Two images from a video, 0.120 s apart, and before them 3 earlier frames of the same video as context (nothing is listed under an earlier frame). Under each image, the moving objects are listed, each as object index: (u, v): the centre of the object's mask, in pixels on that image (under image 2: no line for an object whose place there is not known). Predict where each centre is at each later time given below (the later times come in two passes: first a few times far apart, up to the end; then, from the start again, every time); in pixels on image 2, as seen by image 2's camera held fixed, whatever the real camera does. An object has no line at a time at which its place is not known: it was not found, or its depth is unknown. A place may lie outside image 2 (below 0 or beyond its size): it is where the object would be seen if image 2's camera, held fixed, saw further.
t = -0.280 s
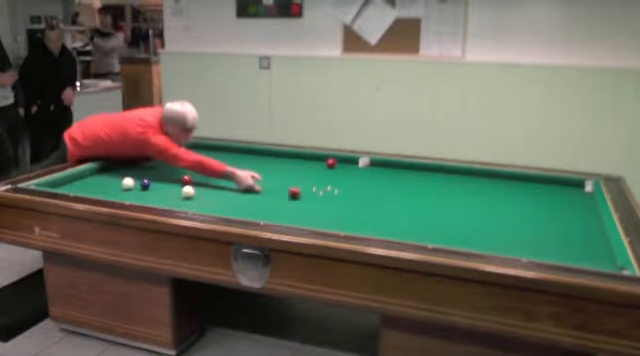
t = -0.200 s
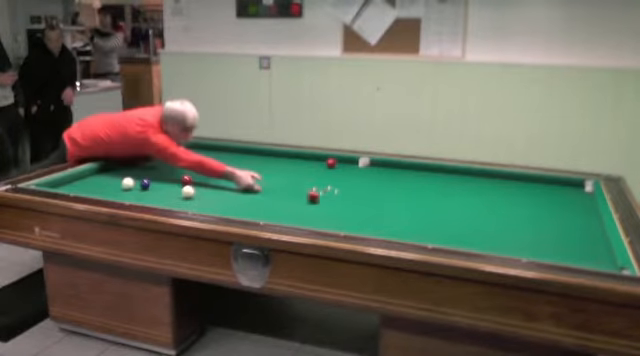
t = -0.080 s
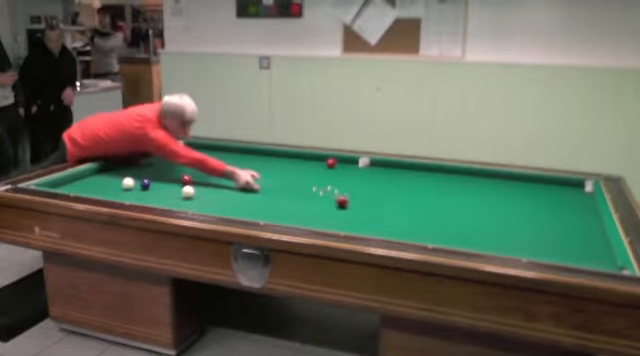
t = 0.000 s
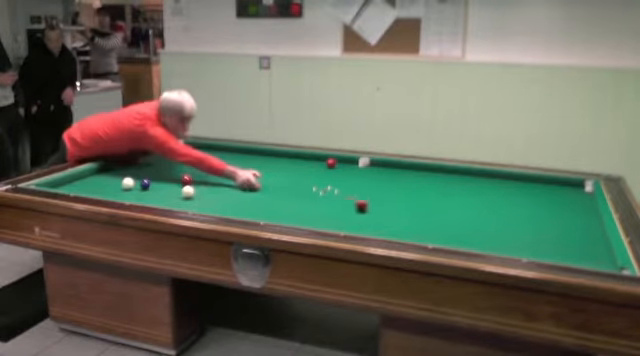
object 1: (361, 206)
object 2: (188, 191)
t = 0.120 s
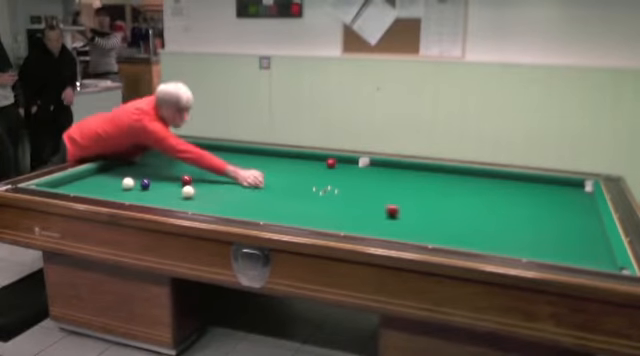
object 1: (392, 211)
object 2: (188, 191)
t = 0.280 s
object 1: (434, 219)
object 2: (188, 191)
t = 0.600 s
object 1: (527, 237)
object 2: (188, 192)
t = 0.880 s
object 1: (597, 252)
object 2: (188, 191)
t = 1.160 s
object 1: (539, 247)
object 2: (188, 191)
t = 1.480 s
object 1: (479, 241)
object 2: (188, 191)
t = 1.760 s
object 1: (427, 236)
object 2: (188, 191)
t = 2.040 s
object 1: (376, 231)
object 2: (188, 191)
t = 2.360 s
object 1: (323, 226)
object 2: (188, 191)
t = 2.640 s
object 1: (281, 218)
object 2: (188, 191)
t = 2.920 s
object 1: (247, 213)
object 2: (187, 191)
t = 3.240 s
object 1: (209, 207)
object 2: (187, 191)
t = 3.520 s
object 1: (180, 203)
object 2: (187, 191)
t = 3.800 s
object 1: (153, 198)
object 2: (187, 192)
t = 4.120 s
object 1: (125, 194)
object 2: (188, 192)
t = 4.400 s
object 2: (188, 192)
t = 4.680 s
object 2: (188, 192)
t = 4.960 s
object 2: (188, 192)
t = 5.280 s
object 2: (188, 191)
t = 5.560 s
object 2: (188, 191)
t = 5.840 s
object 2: (188, 191)
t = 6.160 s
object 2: (188, 191)
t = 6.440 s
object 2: (188, 192)
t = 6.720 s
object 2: (188, 191)
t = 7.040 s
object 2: (188, 191)
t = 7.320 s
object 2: (188, 192)
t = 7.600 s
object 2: (188, 192)
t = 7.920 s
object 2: (188, 192)
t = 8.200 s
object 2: (188, 192)
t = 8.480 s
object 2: (193, 192)
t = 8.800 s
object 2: (198, 192)
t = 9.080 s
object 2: (202, 192)
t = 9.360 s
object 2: (204, 192)
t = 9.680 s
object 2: (208, 192)
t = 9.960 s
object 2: (209, 193)
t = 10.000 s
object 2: (210, 193)
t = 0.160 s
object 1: (402, 213)
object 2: (188, 191)
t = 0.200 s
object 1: (413, 215)
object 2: (188, 191)
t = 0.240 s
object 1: (423, 217)
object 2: (188, 191)
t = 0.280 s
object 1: (434, 219)
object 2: (188, 191)
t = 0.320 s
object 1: (445, 221)
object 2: (188, 191)
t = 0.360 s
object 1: (456, 223)
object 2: (188, 191)
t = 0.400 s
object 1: (468, 225)
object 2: (188, 191)
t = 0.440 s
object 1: (480, 228)
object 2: (188, 191)
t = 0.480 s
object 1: (491, 230)
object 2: (188, 191)
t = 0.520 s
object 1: (503, 232)
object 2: (188, 191)
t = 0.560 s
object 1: (515, 234)
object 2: (188, 191)
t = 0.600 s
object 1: (527, 237)
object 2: (188, 192)
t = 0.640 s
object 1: (539, 239)
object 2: (188, 191)
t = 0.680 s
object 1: (551, 242)
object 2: (188, 191)
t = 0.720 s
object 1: (564, 244)
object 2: (188, 191)
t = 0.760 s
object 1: (576, 247)
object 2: (188, 191)
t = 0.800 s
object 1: (589, 249)
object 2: (188, 191)
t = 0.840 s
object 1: (603, 252)
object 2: (188, 191)
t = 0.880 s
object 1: (597, 252)
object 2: (188, 191)
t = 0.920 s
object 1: (587, 251)
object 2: (188, 191)
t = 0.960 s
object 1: (578, 250)
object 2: (188, 191)
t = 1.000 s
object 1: (569, 249)
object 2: (188, 191)
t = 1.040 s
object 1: (561, 248)
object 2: (188, 191)
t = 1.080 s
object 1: (554, 248)
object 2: (188, 191)
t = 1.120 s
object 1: (546, 247)
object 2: (188, 191)
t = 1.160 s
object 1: (539, 247)
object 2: (188, 191)
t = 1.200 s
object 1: (532, 246)
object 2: (188, 191)
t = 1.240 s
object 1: (524, 246)
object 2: (188, 191)
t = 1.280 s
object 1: (516, 245)
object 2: (188, 191)
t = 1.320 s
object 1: (509, 245)
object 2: (188, 191)
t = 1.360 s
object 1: (501, 243)
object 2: (188, 191)
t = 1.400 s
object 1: (493, 243)
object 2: (188, 191)
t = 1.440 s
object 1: (486, 242)
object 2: (188, 191)
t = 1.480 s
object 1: (479, 241)
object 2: (188, 191)
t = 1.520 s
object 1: (471, 240)
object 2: (188, 191)
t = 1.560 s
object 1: (464, 239)
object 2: (188, 191)
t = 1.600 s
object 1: (456, 239)
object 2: (188, 191)
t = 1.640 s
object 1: (449, 238)
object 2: (188, 191)
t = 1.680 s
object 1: (442, 237)
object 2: (188, 191)
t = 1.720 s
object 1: (434, 237)
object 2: (188, 191)
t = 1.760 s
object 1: (427, 236)
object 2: (188, 191)
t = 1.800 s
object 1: (420, 235)
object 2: (188, 191)
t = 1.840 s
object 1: (412, 235)
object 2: (188, 191)
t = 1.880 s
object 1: (406, 234)
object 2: (188, 191)
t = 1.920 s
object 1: (398, 233)
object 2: (188, 191)
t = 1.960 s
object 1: (390, 232)
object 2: (188, 191)
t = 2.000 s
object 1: (384, 231)
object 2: (188, 191)
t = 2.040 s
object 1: (376, 231)
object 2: (188, 191)
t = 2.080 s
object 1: (369, 230)
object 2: (188, 191)
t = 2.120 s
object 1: (361, 229)
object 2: (188, 191)
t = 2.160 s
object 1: (356, 229)
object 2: (188, 191)
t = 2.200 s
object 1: (349, 228)
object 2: (188, 191)
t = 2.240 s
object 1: (343, 228)
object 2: (188, 191)
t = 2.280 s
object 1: (335, 226)
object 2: (188, 191)
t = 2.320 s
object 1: (328, 226)
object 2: (188, 191)
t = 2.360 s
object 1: (323, 226)
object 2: (188, 191)
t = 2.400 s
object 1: (317, 224)
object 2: (188, 191)
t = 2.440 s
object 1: (309, 222)
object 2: (188, 191)
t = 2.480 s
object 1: (304, 222)
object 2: (188, 191)
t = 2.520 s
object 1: (298, 221)
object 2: (188, 191)
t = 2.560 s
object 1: (293, 220)
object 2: (188, 191)
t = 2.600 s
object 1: (288, 219)
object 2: (188, 191)
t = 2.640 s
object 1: (281, 218)
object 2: (188, 191)
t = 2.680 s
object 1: (276, 218)
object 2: (187, 191)
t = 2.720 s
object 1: (270, 218)
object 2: (187, 191)
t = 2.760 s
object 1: (266, 217)
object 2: (187, 191)
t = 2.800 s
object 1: (262, 217)
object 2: (187, 191)
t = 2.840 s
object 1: (256, 215)
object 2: (187, 191)
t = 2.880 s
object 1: (252, 214)
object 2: (187, 191)
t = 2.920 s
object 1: (247, 213)
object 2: (187, 191)
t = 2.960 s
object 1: (242, 213)
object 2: (187, 191)
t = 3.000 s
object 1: (236, 212)
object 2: (187, 191)
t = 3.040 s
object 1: (232, 211)
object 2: (187, 191)
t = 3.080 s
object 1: (227, 210)
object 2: (187, 191)
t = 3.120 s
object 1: (223, 210)
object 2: (187, 191)
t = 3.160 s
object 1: (218, 209)
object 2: (187, 191)
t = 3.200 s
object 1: (214, 208)
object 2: (187, 191)
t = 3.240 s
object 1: (209, 207)
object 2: (187, 191)
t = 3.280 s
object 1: (205, 207)
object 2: (188, 192)
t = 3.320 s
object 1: (200, 206)
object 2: (187, 191)
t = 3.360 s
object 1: (197, 206)
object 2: (188, 191)
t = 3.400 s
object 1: (192, 205)
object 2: (188, 191)
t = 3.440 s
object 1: (188, 204)
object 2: (188, 191)
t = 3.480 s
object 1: (184, 204)
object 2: (187, 191)
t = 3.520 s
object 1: (180, 203)
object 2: (187, 191)
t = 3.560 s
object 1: (176, 203)
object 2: (188, 192)
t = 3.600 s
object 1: (172, 202)
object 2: (188, 192)
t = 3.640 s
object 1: (168, 201)
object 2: (187, 191)
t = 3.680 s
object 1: (164, 200)
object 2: (187, 191)
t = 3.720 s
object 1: (161, 200)
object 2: (188, 192)
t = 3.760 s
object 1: (157, 199)
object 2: (188, 192)
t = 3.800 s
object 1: (153, 198)
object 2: (187, 192)
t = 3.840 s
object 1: (149, 198)
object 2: (187, 192)
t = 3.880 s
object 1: (146, 197)
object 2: (188, 192)
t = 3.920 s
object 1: (142, 197)
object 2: (187, 192)
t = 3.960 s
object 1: (139, 196)
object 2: (188, 192)
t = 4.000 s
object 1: (136, 196)
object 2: (188, 192)
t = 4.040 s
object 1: (132, 196)
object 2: (188, 192)
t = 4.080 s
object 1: (129, 195)
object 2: (188, 192)
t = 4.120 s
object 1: (125, 194)
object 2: (188, 192)
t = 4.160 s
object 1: (122, 193)
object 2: (188, 192)
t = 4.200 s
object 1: (119, 193)
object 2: (188, 192)
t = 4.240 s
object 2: (188, 192)
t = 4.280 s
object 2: (187, 192)
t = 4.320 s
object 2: (187, 192)
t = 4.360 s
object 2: (187, 192)
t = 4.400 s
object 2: (188, 192)
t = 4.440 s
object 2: (188, 192)
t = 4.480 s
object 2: (187, 192)
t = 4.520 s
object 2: (187, 192)
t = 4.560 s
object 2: (188, 192)
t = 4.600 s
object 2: (188, 192)
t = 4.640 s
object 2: (188, 192)
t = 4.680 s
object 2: (188, 192)
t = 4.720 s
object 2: (188, 192)
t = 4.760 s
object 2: (188, 192)
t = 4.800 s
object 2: (188, 192)
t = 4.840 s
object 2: (188, 192)
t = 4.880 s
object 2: (188, 192)
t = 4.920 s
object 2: (188, 192)
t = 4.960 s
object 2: (188, 192)
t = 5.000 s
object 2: (188, 192)
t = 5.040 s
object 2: (188, 192)
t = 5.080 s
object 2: (188, 192)
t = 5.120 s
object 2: (188, 192)
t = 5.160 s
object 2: (188, 192)
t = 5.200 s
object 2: (188, 192)
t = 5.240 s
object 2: (188, 191)
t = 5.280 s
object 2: (188, 191)
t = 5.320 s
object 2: (188, 191)
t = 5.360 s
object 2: (188, 191)
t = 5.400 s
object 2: (188, 191)
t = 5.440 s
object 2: (188, 191)
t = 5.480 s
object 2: (188, 191)
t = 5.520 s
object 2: (188, 191)
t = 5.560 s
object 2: (188, 191)
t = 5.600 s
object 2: (188, 191)
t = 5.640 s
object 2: (188, 191)
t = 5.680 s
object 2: (188, 191)
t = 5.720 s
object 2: (188, 191)
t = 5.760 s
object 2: (188, 191)
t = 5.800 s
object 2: (188, 191)
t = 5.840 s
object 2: (188, 191)
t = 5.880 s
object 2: (188, 192)
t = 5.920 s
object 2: (188, 192)
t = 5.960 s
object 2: (188, 192)
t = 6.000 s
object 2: (188, 192)
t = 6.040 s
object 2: (188, 192)
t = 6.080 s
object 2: (188, 191)
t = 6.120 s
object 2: (188, 192)
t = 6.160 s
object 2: (188, 191)
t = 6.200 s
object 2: (188, 192)
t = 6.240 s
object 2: (188, 191)
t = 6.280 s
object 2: (188, 191)
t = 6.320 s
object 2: (188, 191)
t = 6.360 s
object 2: (188, 192)
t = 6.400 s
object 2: (188, 192)
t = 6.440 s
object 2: (188, 192)
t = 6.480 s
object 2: (188, 192)
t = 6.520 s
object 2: (188, 191)
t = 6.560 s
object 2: (188, 191)
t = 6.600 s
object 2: (188, 191)
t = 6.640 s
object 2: (188, 191)
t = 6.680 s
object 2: (188, 191)
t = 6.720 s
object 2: (188, 191)
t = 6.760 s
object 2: (188, 191)
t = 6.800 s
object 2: (188, 191)
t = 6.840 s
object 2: (188, 191)
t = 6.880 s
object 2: (188, 191)
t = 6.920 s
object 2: (188, 191)
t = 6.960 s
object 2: (188, 191)
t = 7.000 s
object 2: (188, 191)
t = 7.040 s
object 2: (188, 191)
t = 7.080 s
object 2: (188, 191)
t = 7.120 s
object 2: (188, 191)
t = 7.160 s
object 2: (188, 192)
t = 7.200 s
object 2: (188, 192)
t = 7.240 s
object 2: (188, 192)
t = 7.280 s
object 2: (188, 192)
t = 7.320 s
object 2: (188, 192)
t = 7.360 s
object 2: (188, 192)
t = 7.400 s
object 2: (188, 192)
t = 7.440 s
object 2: (188, 192)
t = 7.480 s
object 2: (188, 191)
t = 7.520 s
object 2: (188, 192)
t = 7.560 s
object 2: (188, 192)
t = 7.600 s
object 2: (188, 192)
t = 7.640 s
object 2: (188, 192)
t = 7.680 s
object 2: (188, 191)
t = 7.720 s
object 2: (188, 192)
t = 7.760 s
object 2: (188, 191)
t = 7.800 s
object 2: (188, 192)
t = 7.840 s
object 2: (188, 192)
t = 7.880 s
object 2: (188, 192)
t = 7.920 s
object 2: (188, 192)
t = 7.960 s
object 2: (188, 191)
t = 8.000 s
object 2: (188, 191)
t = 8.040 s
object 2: (188, 191)
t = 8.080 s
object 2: (188, 191)
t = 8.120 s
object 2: (188, 191)
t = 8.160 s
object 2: (188, 192)
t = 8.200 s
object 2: (188, 192)
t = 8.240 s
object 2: (189, 192)
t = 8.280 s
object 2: (190, 191)
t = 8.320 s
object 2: (190, 192)
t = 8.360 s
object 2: (191, 192)
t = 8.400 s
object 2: (191, 192)
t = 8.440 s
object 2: (192, 192)
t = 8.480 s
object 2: (193, 192)
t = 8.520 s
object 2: (193, 192)
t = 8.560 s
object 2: (193, 192)
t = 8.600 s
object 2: (195, 192)
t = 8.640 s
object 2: (195, 192)
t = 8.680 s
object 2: (196, 192)
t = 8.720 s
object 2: (196, 192)
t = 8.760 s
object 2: (197, 192)
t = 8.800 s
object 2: (198, 192)
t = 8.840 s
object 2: (198, 192)
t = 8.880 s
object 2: (199, 192)
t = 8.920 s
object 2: (199, 192)
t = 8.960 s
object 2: (200, 192)
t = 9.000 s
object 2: (200, 192)
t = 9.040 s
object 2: (201, 192)
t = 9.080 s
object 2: (202, 192)
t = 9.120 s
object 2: (201, 192)
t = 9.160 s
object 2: (202, 192)
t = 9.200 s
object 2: (203, 192)
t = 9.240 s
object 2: (203, 192)
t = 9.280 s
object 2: (203, 192)
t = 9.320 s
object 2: (204, 192)
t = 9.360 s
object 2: (204, 192)
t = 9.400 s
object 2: (205, 192)
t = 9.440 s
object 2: (205, 193)
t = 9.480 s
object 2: (206, 192)
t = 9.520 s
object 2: (206, 192)
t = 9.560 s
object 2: (207, 193)
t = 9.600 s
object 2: (207, 192)
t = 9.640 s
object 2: (207, 193)
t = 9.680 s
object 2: (208, 192)
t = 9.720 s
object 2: (208, 193)
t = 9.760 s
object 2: (208, 192)
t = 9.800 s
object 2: (208, 193)
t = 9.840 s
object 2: (208, 193)
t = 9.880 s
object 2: (209, 193)
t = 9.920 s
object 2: (209, 193)
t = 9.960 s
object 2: (209, 193)
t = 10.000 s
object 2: (210, 193)
